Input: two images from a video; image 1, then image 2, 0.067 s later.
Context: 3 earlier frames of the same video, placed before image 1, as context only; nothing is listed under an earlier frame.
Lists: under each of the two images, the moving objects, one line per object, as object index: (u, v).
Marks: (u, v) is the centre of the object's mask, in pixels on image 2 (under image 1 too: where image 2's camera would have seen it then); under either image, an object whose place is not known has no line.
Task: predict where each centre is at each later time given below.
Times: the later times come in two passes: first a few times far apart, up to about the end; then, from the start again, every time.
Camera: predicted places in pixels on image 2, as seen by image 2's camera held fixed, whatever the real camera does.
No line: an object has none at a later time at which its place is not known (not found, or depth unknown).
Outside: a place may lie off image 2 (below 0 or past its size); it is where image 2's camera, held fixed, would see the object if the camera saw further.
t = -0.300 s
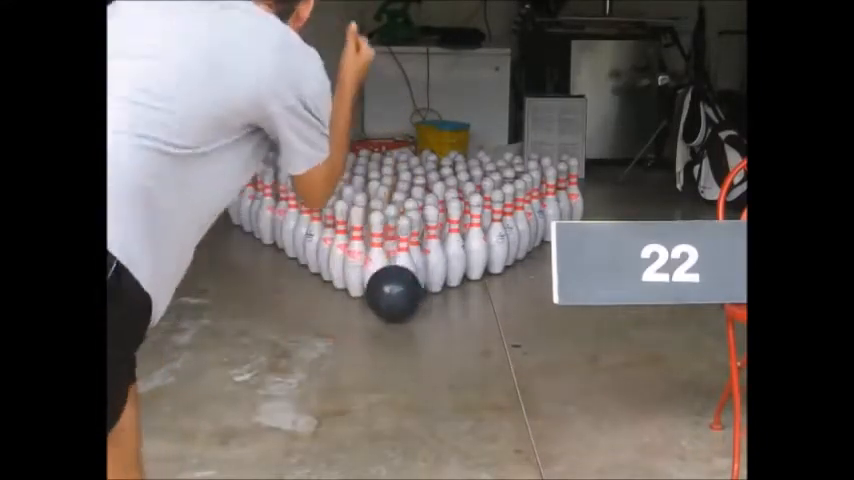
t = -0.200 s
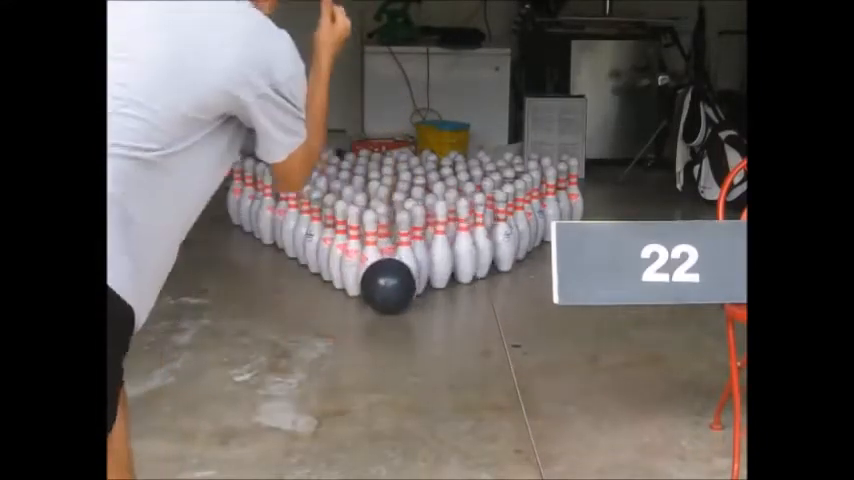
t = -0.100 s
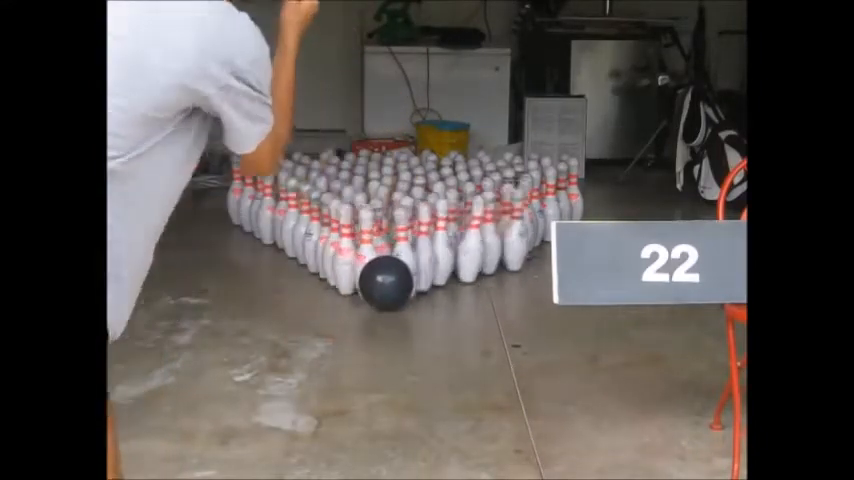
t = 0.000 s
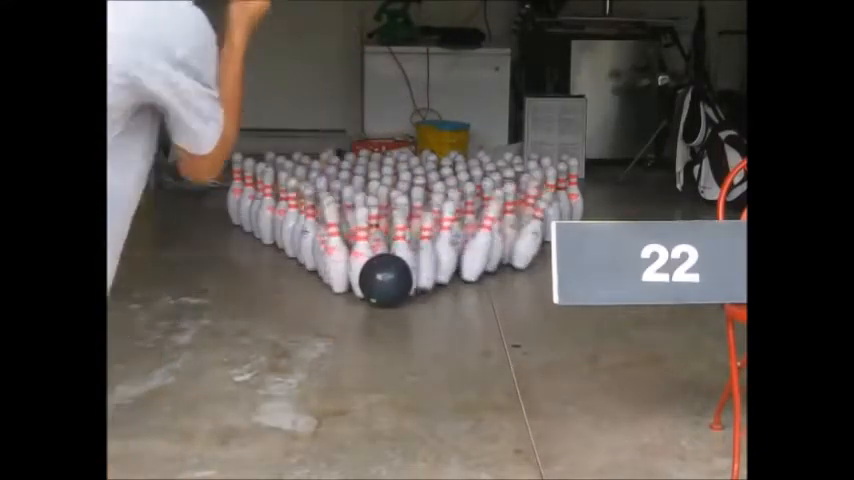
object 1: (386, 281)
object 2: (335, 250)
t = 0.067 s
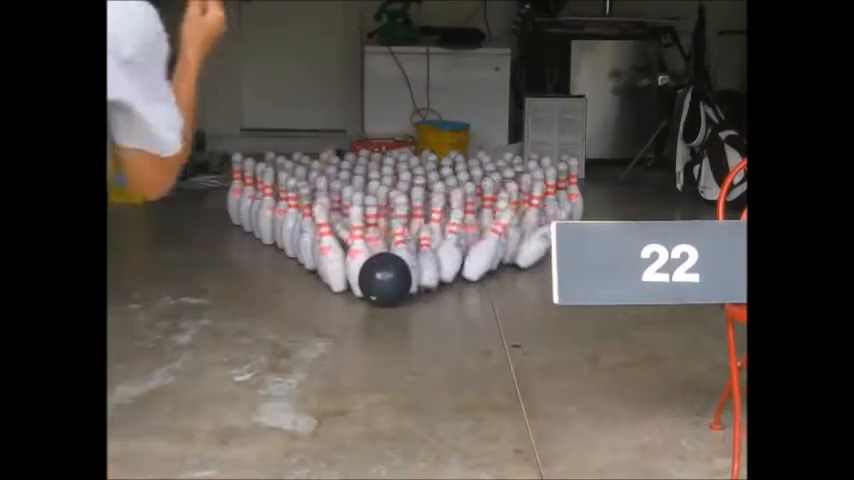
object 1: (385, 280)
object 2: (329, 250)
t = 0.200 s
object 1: (382, 278)
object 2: (316, 257)
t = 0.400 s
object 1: (381, 277)
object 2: (276, 270)
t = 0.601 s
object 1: (382, 277)
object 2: (239, 274)
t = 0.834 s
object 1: (381, 277)
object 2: (215, 271)
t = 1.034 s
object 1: (378, 278)
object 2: (210, 273)
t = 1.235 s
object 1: (376, 278)
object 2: (210, 272)
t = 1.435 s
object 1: (371, 279)
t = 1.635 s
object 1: (366, 279)
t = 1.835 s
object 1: (362, 280)
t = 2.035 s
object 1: (361, 280)
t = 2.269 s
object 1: (360, 282)
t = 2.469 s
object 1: (360, 283)
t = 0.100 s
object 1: (384, 280)
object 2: (325, 250)
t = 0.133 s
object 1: (384, 279)
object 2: (322, 250)
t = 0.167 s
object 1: (383, 279)
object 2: (319, 253)
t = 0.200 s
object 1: (382, 278)
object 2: (316, 257)
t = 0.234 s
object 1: (382, 278)
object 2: (309, 258)
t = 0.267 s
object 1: (381, 278)
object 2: (302, 263)
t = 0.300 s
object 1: (381, 278)
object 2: (294, 269)
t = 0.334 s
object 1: (381, 277)
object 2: (285, 268)
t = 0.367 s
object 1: (381, 278)
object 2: (283, 273)
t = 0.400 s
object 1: (381, 277)
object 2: (276, 270)
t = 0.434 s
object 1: (381, 277)
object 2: (269, 269)
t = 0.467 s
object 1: (381, 277)
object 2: (263, 267)
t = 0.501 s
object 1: (381, 277)
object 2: (256, 268)
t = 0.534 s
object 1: (381, 277)
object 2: (250, 270)
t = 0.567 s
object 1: (381, 277)
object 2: (244, 272)
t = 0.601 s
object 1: (382, 277)
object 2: (239, 274)
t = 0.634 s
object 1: (382, 277)
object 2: (235, 271)
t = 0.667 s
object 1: (382, 277)
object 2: (231, 270)
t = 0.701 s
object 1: (381, 277)
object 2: (226, 271)
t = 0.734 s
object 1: (381, 277)
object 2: (223, 270)
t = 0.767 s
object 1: (381, 277)
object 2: (220, 272)
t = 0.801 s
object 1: (381, 277)
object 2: (217, 274)
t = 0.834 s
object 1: (381, 277)
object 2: (215, 271)
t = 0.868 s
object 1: (380, 277)
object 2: (213, 270)
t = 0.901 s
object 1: (380, 277)
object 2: (212, 272)
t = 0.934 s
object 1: (379, 277)
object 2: (211, 272)
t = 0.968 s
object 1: (379, 277)
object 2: (211, 271)
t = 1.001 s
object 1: (378, 277)
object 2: (210, 271)
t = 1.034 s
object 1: (378, 278)
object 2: (210, 273)
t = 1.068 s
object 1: (378, 278)
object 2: (212, 271)
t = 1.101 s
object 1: (378, 278)
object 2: (212, 271)
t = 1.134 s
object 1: (377, 278)
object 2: (212, 271)
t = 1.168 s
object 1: (377, 278)
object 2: (211, 271)
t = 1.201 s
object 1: (377, 278)
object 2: (211, 272)
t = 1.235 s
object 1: (376, 278)
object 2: (210, 272)
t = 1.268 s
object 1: (376, 279)
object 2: (210, 272)
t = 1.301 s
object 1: (375, 278)
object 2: (210, 272)
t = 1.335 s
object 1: (374, 279)
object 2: (209, 272)
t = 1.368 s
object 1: (372, 279)
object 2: (208, 273)
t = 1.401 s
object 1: (372, 279)
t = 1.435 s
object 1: (371, 279)
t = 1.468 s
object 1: (370, 279)
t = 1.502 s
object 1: (369, 279)
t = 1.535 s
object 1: (368, 279)
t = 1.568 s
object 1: (367, 279)
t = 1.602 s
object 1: (367, 279)
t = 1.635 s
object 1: (366, 279)
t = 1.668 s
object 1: (365, 279)
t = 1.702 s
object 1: (364, 279)
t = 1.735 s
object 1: (364, 279)
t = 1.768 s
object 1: (363, 280)
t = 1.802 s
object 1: (363, 280)
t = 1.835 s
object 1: (362, 280)
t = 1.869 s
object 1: (362, 280)
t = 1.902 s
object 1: (362, 280)
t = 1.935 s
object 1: (362, 280)
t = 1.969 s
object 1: (361, 280)
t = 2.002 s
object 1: (361, 280)
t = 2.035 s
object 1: (361, 280)
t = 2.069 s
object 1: (361, 281)
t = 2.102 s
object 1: (361, 281)
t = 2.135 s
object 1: (360, 281)
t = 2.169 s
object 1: (360, 281)
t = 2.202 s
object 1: (360, 281)
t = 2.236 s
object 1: (360, 281)
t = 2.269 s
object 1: (360, 282)
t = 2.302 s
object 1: (360, 282)
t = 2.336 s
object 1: (359, 282)
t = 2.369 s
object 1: (360, 282)
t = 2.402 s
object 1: (360, 282)
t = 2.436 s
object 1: (360, 282)
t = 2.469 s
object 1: (360, 283)
